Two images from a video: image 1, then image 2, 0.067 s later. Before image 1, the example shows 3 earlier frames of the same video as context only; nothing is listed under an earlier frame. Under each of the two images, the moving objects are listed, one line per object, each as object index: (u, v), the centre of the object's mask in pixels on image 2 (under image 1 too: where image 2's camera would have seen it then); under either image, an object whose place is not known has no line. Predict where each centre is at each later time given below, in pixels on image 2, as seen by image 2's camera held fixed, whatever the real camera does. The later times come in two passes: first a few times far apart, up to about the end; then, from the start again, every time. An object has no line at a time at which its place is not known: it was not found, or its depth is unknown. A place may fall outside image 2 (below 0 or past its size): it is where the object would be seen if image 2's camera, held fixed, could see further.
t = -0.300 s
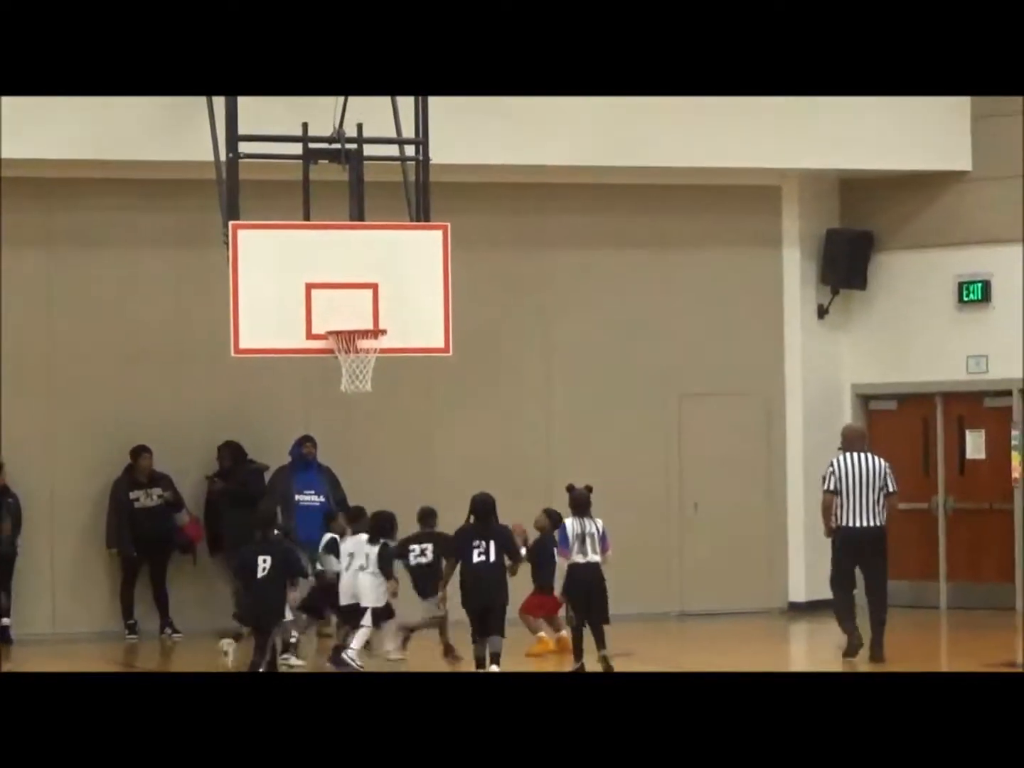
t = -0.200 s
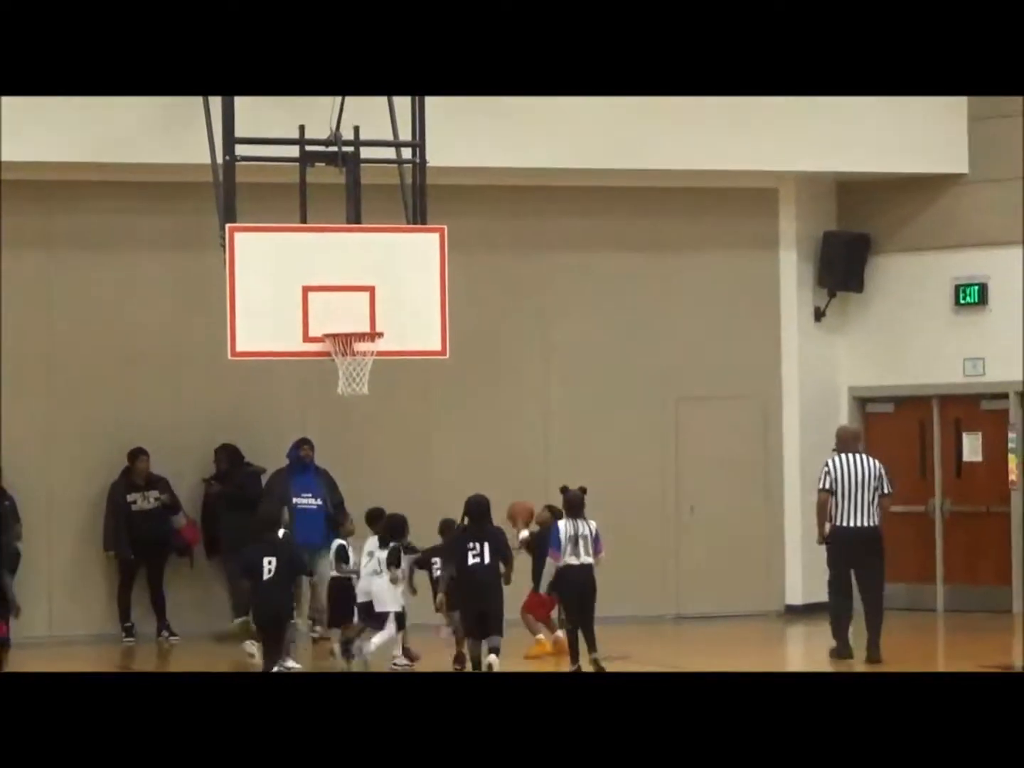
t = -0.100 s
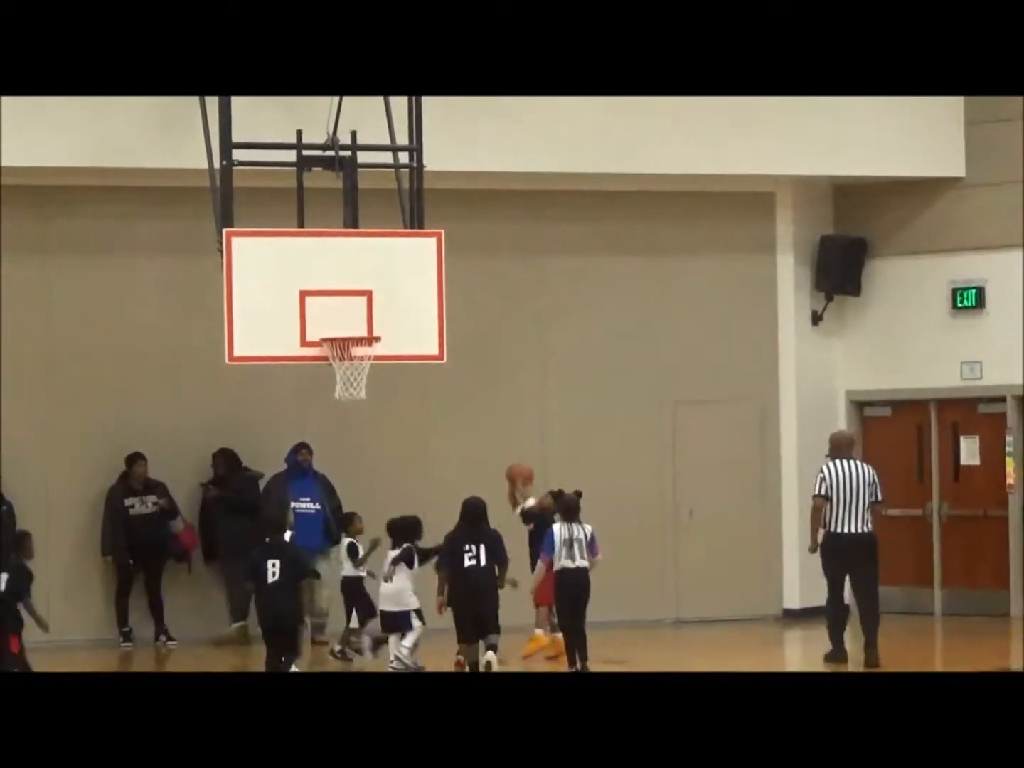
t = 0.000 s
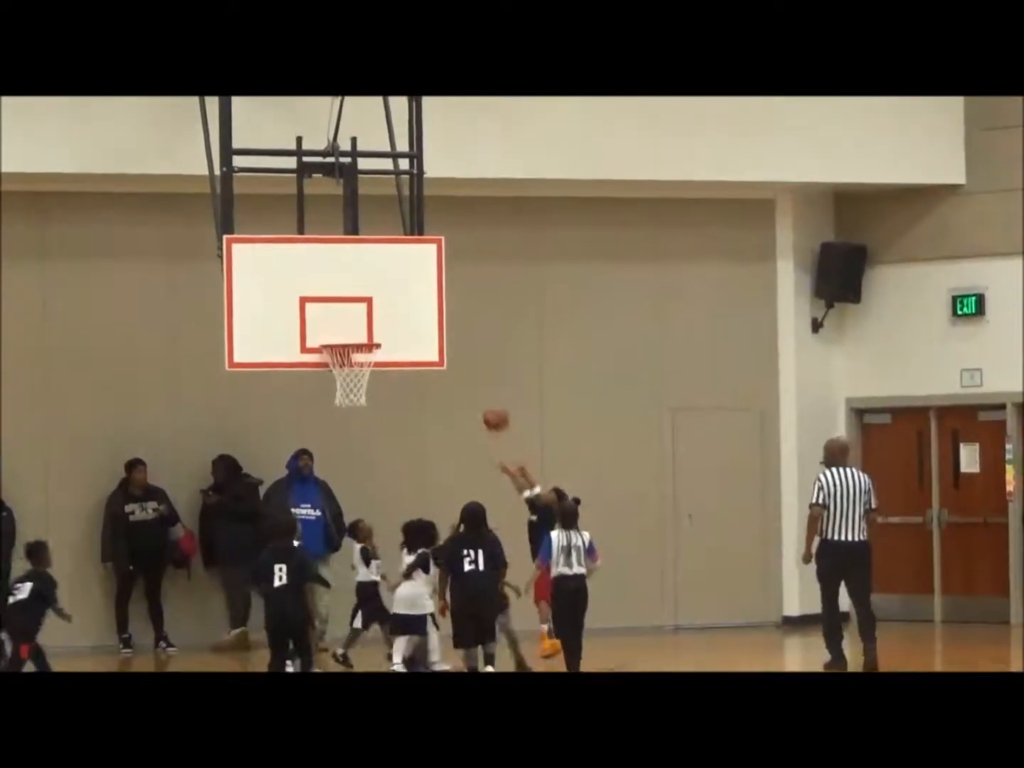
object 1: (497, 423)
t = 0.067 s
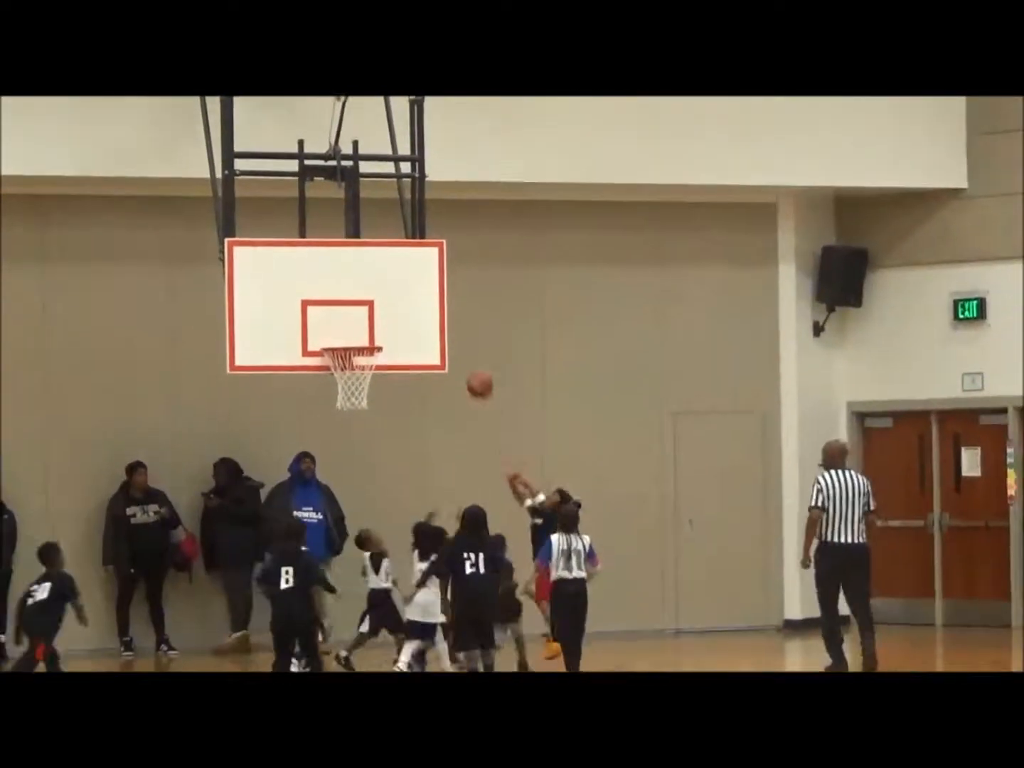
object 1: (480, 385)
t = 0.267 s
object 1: (430, 307)
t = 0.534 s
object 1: (380, 284)
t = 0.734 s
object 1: (358, 327)
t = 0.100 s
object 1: (472, 371)
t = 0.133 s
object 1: (464, 354)
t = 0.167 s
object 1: (457, 342)
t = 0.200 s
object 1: (447, 329)
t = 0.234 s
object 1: (439, 317)
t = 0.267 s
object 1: (430, 307)
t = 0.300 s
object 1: (422, 300)
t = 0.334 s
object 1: (414, 293)
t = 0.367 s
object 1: (406, 288)
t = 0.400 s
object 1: (398, 284)
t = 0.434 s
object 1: (392, 281)
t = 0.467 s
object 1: (388, 281)
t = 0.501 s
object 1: (384, 282)
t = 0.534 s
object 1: (380, 284)
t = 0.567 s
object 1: (376, 288)
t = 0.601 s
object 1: (372, 293)
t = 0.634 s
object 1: (369, 299)
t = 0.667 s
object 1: (365, 307)
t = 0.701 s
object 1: (361, 317)
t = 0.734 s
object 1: (358, 327)
